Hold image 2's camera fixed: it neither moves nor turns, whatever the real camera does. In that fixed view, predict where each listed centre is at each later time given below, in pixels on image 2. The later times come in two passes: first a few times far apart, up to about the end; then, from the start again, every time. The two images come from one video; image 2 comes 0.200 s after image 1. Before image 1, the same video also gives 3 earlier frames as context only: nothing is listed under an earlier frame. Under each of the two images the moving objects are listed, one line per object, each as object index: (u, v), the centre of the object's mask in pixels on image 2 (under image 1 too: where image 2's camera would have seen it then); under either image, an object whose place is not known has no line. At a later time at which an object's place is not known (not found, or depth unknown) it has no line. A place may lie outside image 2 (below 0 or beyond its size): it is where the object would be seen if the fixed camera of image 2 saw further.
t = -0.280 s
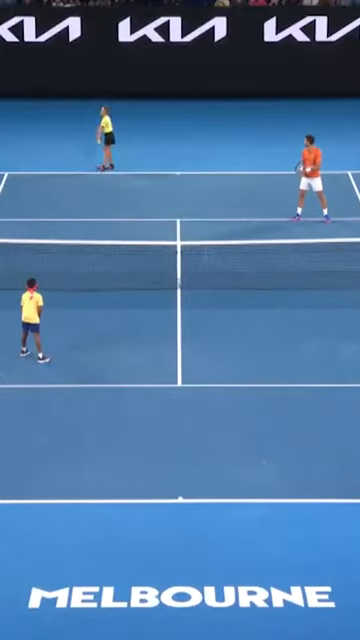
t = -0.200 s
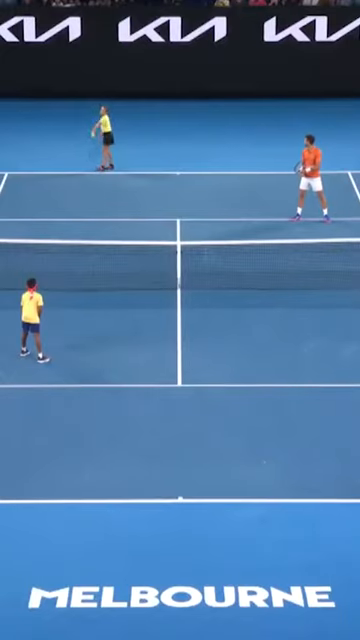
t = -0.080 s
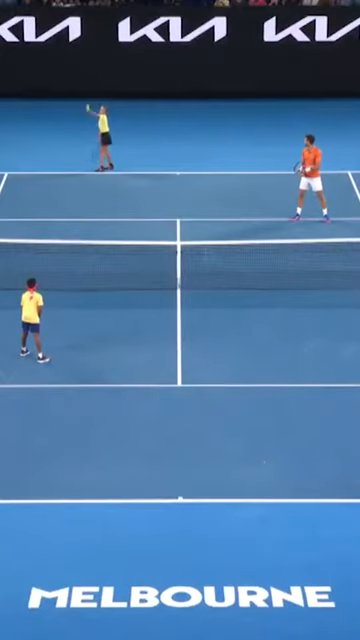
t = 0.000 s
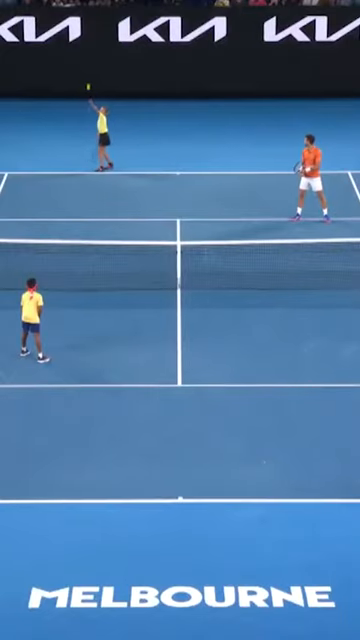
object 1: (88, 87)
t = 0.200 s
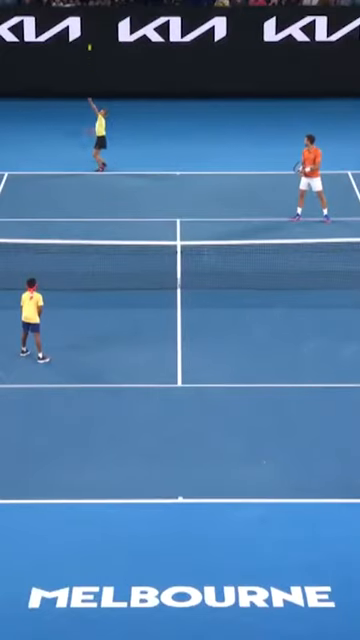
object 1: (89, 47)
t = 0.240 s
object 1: (90, 41)
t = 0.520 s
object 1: (92, 20)
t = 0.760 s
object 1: (94, 26)
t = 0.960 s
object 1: (97, 50)
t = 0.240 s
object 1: (90, 41)
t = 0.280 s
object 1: (90, 36)
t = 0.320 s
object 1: (90, 32)
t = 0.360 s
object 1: (90, 28)
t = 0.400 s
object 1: (91, 25)
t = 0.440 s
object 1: (91, 22)
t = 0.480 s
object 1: (91, 20)
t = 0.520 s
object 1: (92, 20)
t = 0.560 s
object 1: (92, 19)
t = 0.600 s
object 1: (92, 19)
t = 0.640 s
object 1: (93, 20)
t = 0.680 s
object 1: (93, 21)
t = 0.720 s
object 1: (94, 23)
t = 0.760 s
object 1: (94, 26)
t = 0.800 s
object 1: (94, 30)
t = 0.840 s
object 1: (95, 34)
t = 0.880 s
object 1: (96, 39)
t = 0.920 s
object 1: (96, 45)
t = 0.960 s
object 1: (97, 50)
